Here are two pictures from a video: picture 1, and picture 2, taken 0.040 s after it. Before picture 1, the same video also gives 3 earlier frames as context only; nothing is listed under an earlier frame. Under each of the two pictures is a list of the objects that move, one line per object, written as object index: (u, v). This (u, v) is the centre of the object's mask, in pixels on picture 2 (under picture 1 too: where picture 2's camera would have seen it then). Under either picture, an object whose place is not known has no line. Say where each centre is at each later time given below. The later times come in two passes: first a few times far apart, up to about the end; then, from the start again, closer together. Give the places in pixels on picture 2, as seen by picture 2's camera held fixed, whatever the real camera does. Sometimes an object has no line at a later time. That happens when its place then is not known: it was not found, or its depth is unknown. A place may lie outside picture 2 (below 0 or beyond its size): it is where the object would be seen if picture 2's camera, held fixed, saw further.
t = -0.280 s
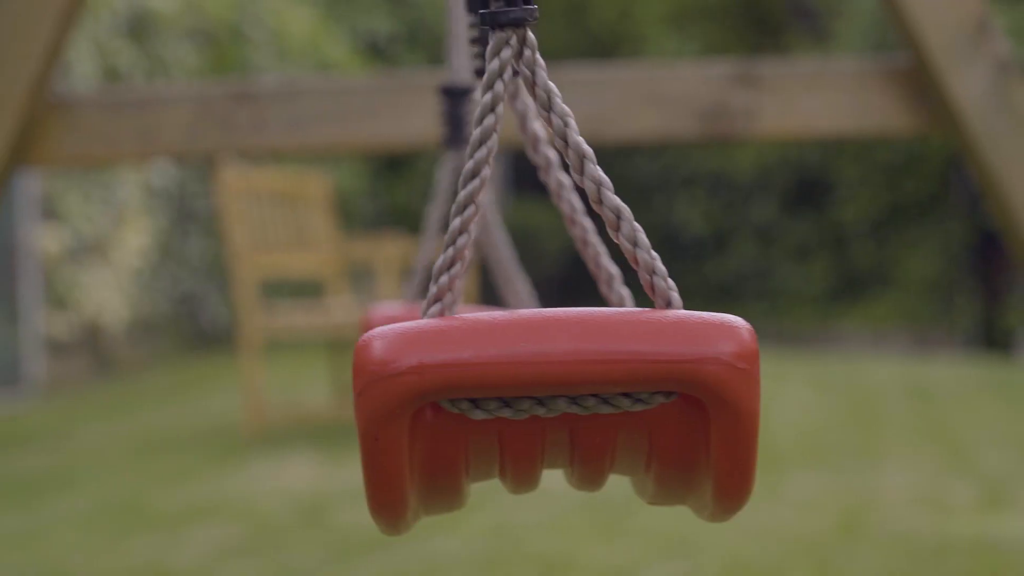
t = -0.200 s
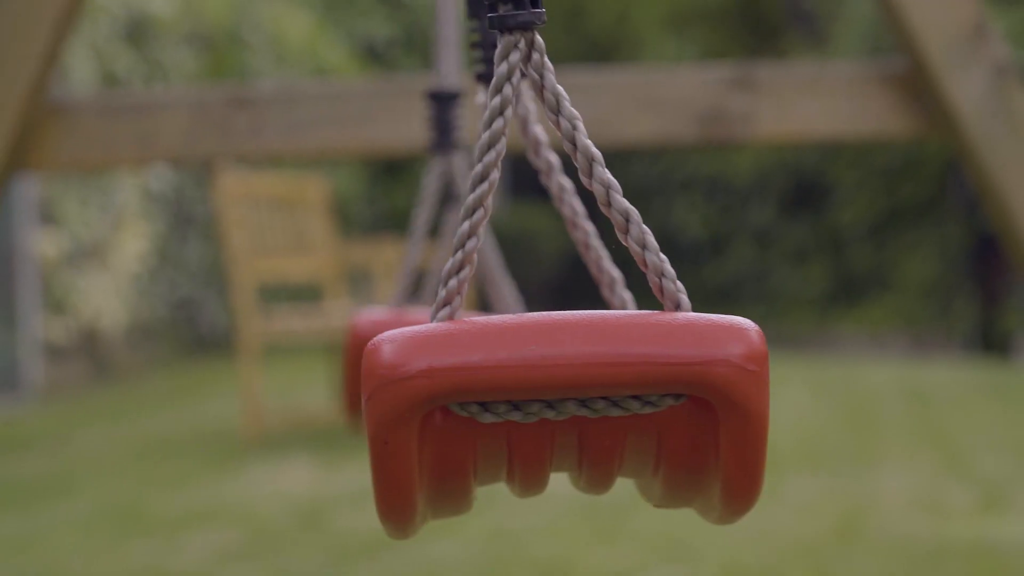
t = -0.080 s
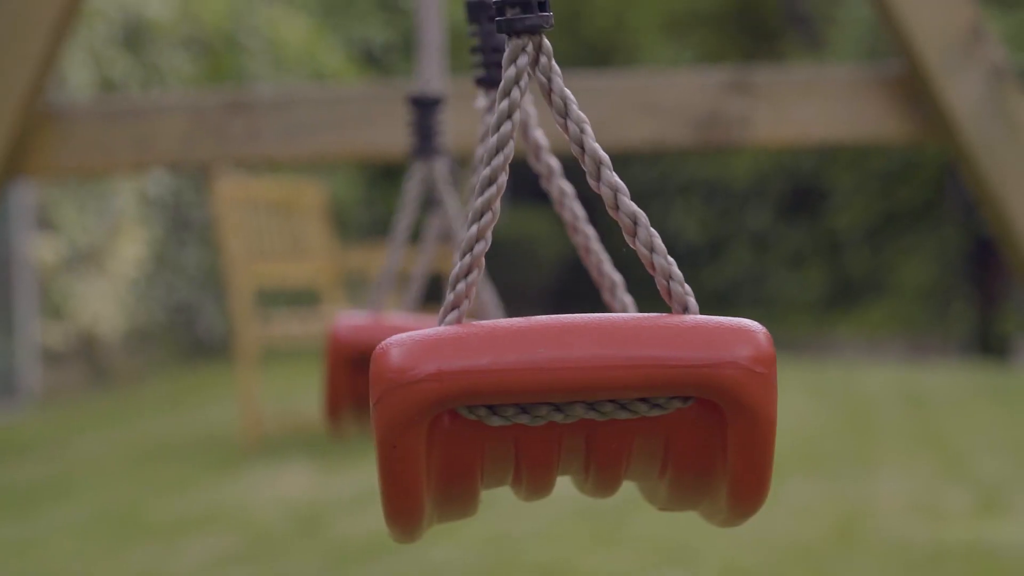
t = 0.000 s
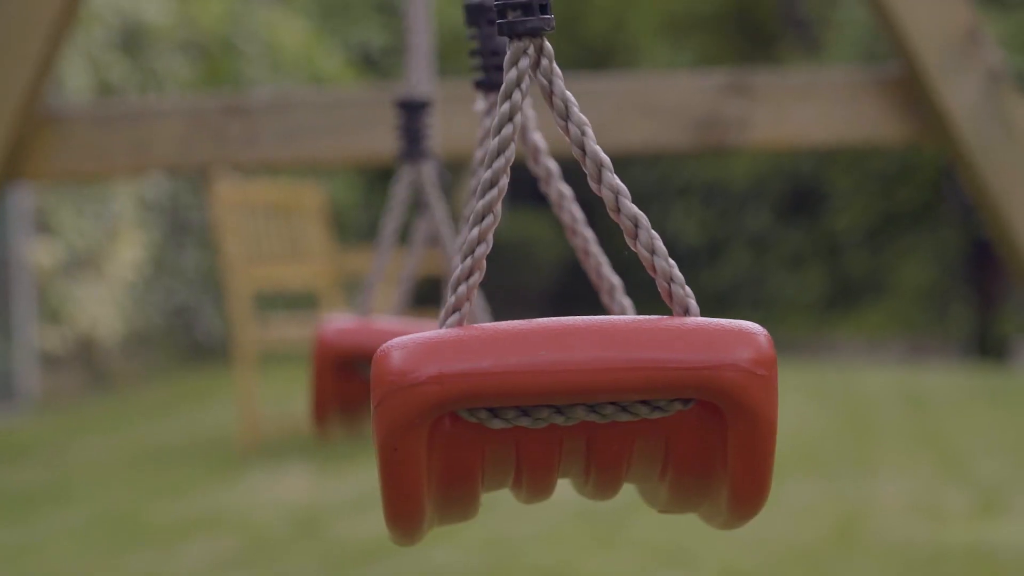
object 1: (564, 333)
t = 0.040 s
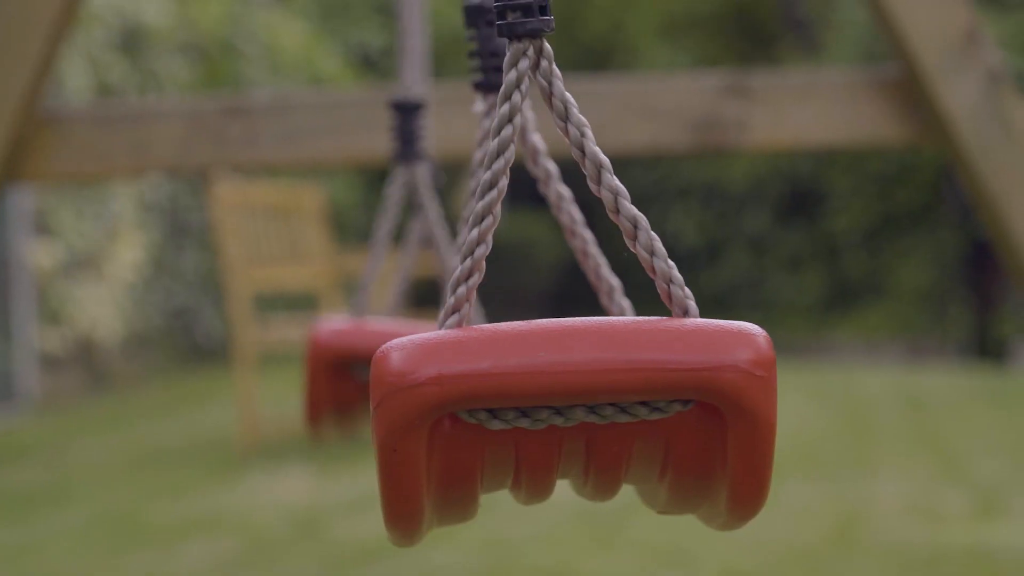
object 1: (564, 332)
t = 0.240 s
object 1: (558, 334)
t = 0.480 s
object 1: (522, 339)
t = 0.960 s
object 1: (390, 350)
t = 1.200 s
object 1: (332, 335)
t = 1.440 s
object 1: (271, 338)
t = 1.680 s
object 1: (221, 340)
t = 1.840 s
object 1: (200, 336)
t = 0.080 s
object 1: (564, 332)
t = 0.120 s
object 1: (563, 332)
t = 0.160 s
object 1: (563, 332)
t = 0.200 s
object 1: (562, 332)
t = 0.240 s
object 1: (558, 334)
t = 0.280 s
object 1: (554, 334)
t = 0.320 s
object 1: (549, 334)
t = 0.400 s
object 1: (536, 335)
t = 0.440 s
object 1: (529, 340)
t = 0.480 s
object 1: (522, 339)
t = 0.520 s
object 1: (515, 339)
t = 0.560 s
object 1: (505, 338)
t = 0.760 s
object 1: (451, 343)
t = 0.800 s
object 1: (440, 344)
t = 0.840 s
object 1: (425, 347)
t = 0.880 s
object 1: (414, 348)
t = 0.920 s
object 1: (402, 347)
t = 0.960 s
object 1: (390, 350)
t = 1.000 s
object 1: (378, 352)
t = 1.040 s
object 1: (367, 353)
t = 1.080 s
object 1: (356, 354)
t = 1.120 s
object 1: (344, 356)
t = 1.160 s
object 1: (332, 358)
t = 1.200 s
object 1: (332, 335)
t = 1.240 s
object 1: (322, 335)
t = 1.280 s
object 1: (311, 336)
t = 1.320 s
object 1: (301, 336)
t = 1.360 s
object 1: (285, 344)
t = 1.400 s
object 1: (280, 338)
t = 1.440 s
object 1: (271, 338)
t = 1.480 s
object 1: (261, 338)
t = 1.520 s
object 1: (252, 338)
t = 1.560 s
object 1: (242, 339)
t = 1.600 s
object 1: (235, 339)
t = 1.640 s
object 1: (228, 338)
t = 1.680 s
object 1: (221, 340)
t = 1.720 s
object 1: (216, 338)
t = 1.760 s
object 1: (210, 338)
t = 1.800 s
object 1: (205, 337)
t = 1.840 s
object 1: (200, 336)
